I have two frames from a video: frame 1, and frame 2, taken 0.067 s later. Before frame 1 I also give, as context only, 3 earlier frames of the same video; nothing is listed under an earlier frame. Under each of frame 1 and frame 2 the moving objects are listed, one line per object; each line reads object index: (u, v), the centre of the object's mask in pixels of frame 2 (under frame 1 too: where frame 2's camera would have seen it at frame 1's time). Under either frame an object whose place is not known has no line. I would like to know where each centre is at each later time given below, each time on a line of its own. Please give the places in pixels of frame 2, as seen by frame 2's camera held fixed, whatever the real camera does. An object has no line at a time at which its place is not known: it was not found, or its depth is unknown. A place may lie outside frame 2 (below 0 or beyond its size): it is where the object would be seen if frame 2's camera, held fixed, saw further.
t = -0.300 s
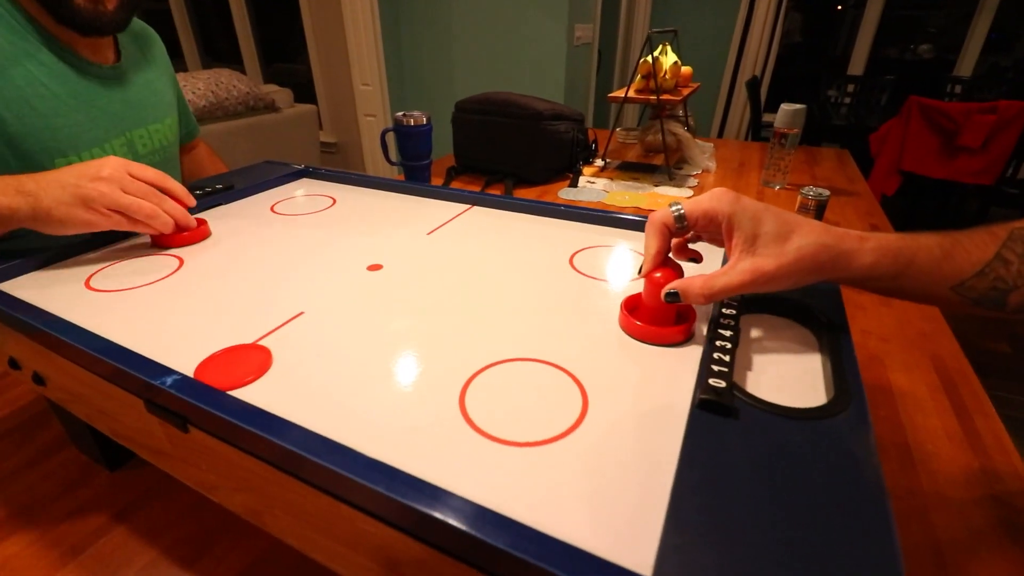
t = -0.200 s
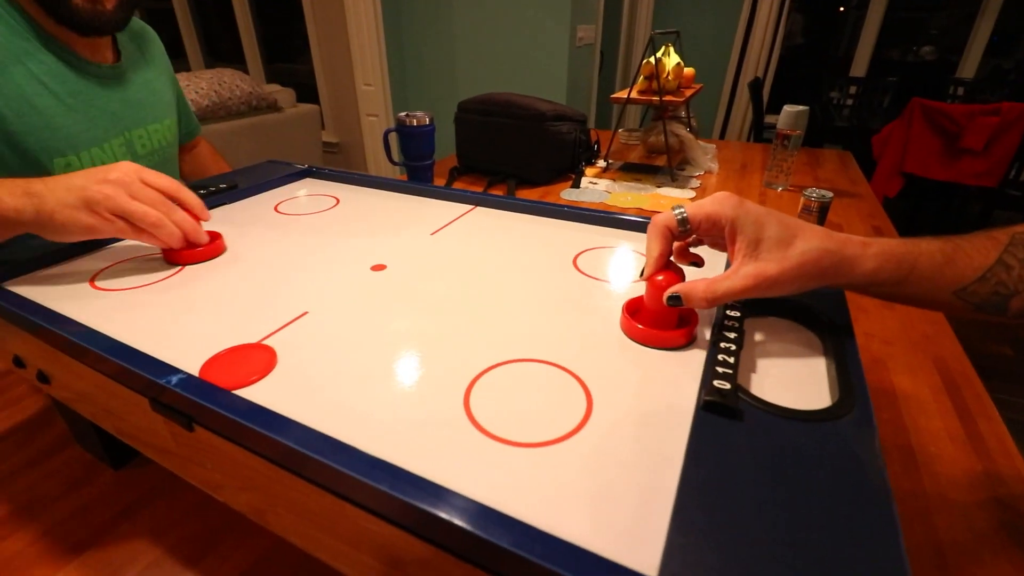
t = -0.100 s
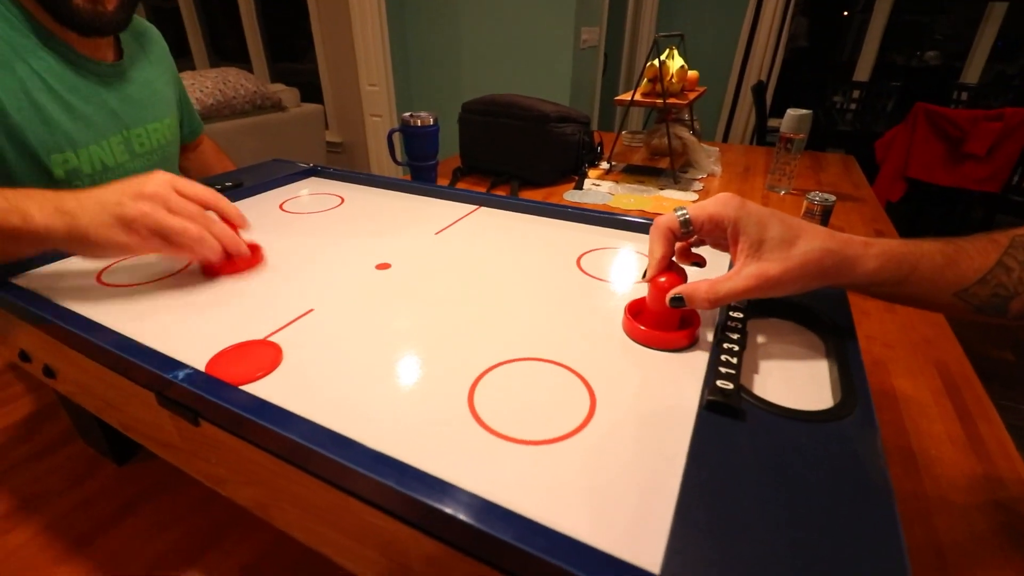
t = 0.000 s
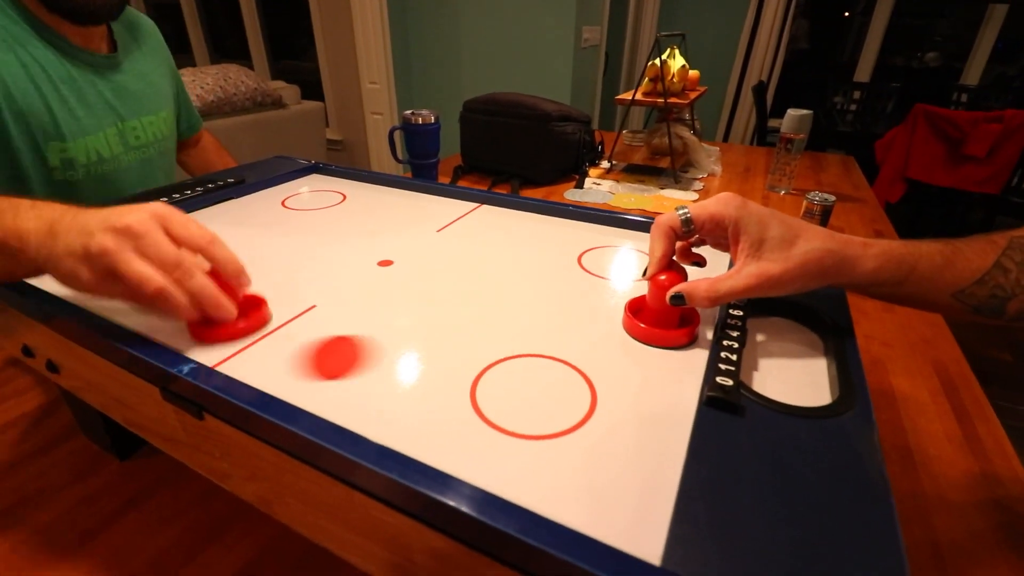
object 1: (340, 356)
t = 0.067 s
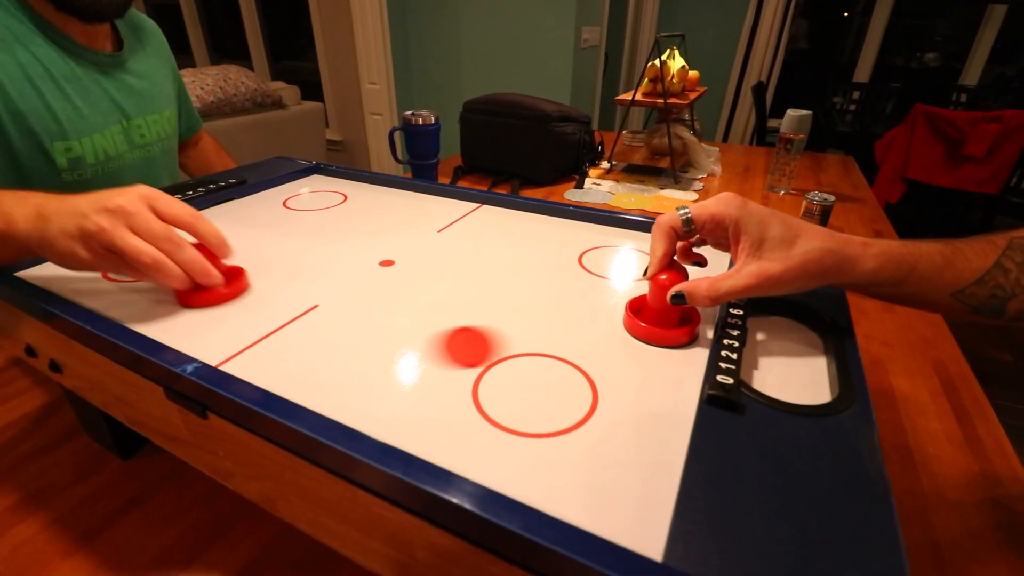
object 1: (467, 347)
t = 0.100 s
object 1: (527, 342)
